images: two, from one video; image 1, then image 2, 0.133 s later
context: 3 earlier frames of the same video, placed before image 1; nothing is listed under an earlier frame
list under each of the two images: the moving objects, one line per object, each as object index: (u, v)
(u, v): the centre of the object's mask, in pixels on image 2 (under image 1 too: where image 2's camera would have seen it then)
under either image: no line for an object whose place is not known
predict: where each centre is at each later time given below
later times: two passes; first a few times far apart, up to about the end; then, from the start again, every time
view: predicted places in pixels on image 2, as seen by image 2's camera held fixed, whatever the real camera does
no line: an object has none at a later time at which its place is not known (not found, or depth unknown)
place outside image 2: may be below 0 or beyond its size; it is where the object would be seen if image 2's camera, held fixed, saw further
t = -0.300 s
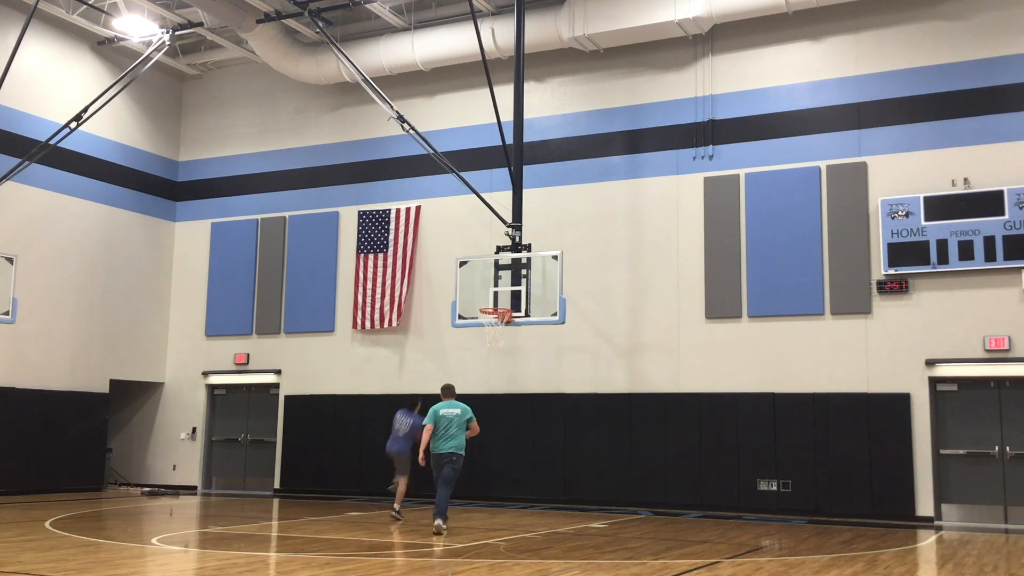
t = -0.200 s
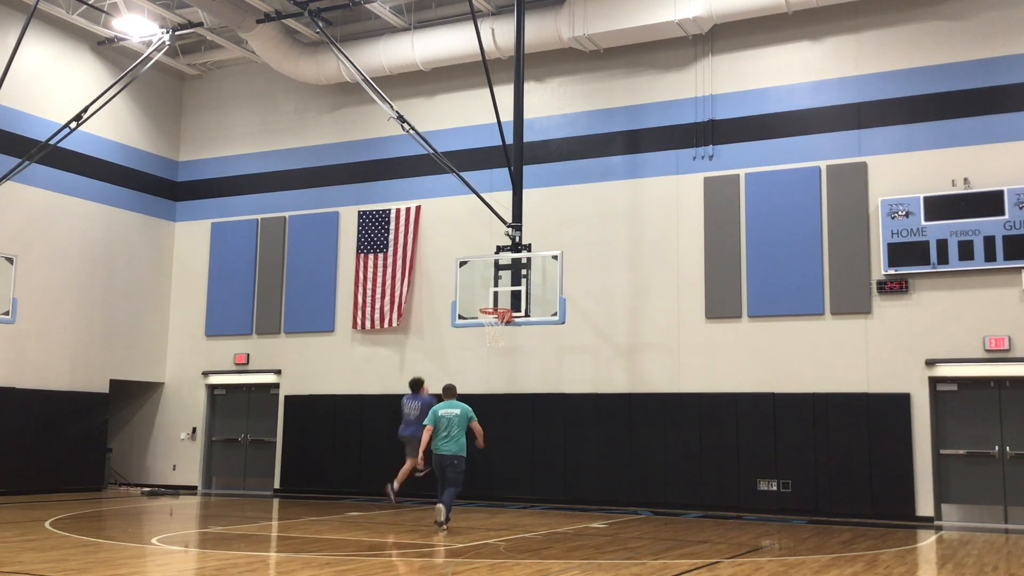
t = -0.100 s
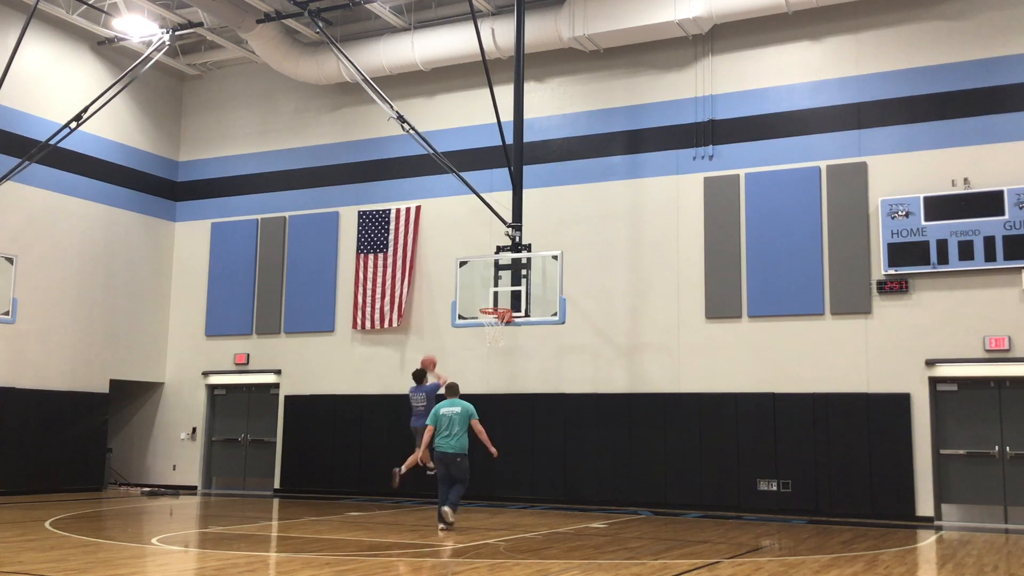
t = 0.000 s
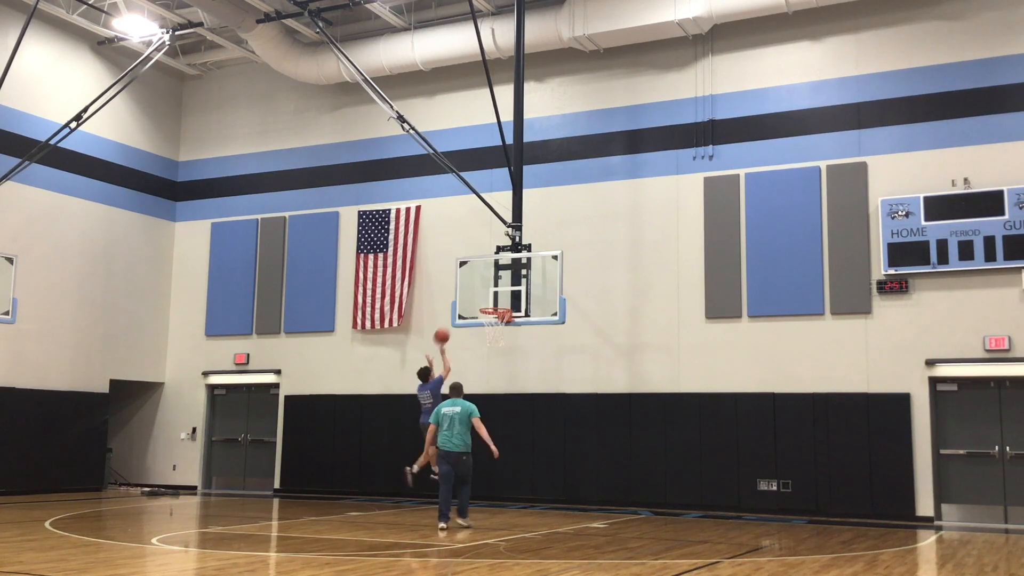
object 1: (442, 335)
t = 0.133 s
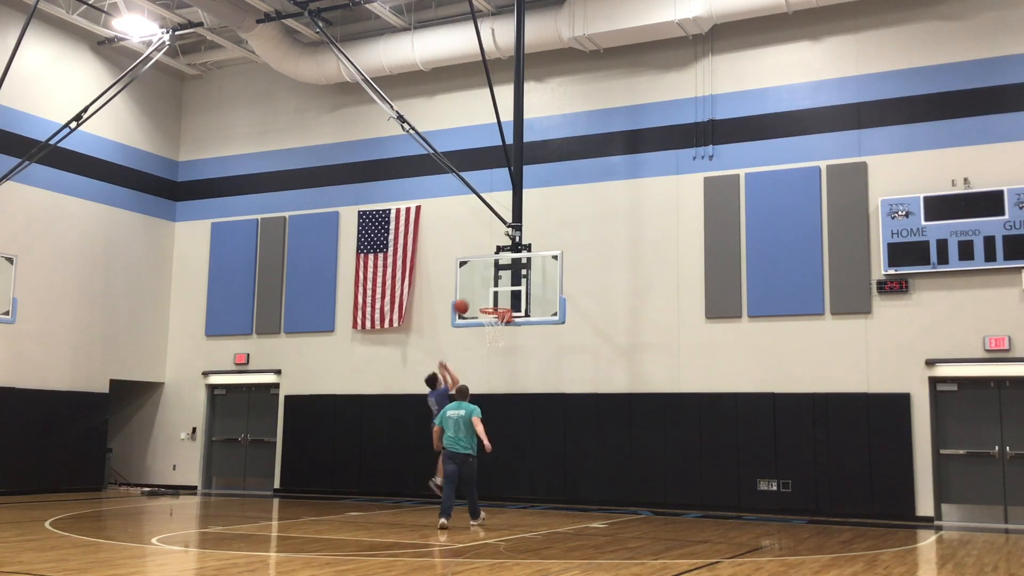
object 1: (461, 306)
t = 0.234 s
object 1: (475, 292)
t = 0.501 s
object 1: (493, 287)
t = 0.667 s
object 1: (492, 304)
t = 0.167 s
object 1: (466, 301)
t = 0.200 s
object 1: (470, 296)
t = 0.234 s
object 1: (475, 292)
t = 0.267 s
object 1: (479, 289)
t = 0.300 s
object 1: (484, 286)
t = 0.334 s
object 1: (488, 285)
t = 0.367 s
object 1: (493, 284)
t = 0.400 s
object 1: (495, 283)
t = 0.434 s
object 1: (494, 284)
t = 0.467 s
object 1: (494, 285)
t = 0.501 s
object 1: (493, 287)
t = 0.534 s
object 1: (493, 290)
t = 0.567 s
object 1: (492, 293)
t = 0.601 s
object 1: (492, 298)
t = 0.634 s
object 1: (491, 302)
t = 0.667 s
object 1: (492, 304)
